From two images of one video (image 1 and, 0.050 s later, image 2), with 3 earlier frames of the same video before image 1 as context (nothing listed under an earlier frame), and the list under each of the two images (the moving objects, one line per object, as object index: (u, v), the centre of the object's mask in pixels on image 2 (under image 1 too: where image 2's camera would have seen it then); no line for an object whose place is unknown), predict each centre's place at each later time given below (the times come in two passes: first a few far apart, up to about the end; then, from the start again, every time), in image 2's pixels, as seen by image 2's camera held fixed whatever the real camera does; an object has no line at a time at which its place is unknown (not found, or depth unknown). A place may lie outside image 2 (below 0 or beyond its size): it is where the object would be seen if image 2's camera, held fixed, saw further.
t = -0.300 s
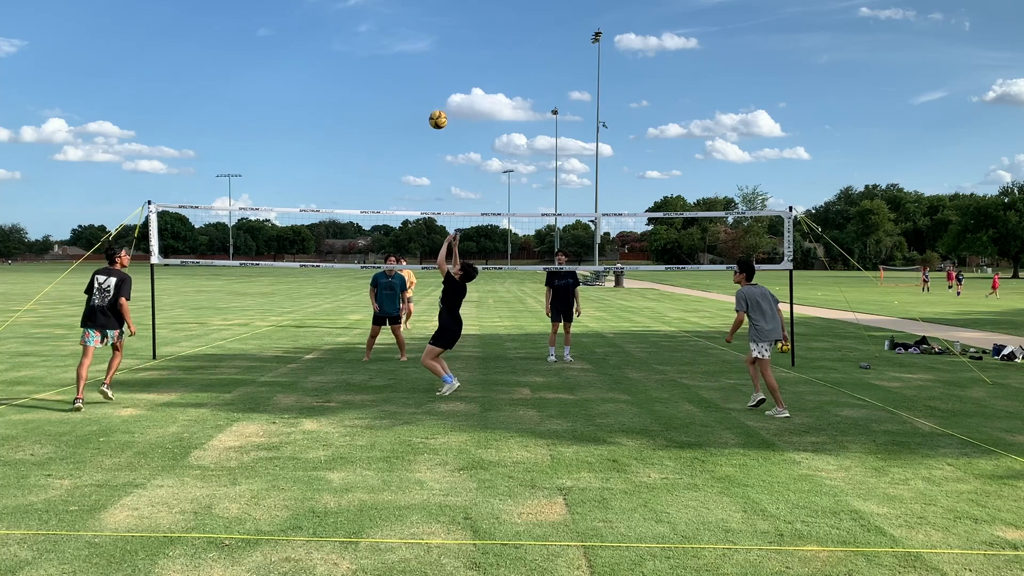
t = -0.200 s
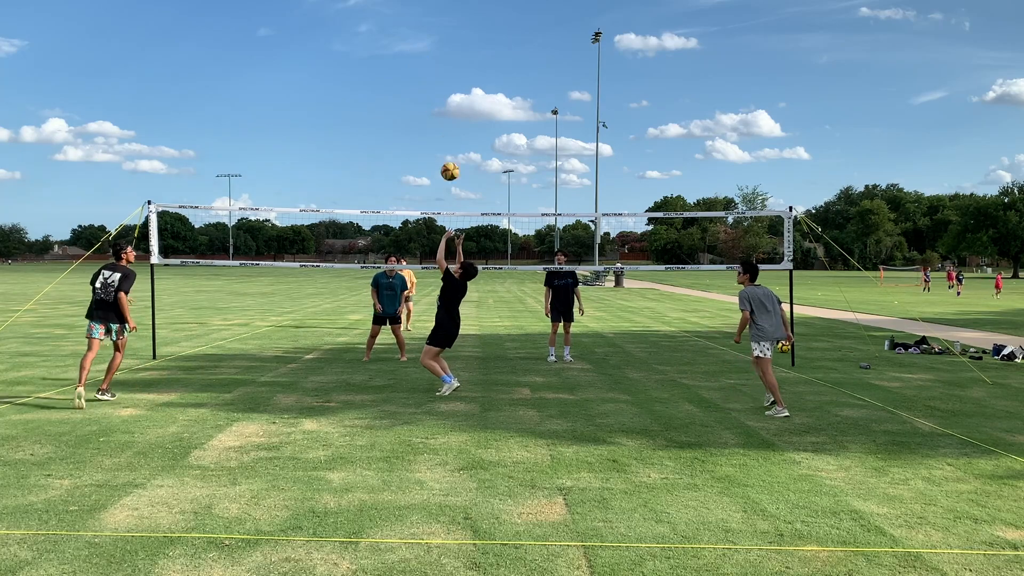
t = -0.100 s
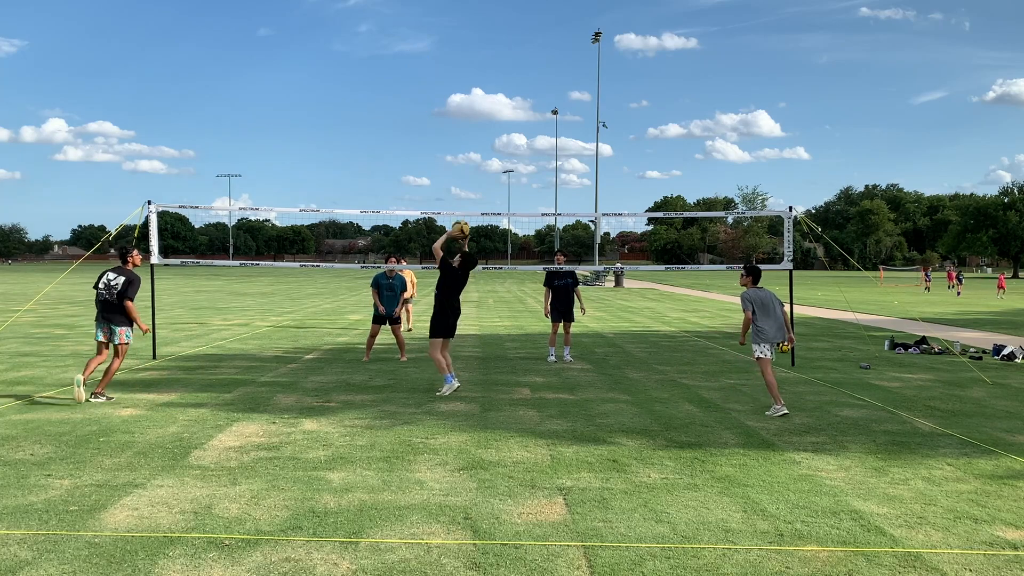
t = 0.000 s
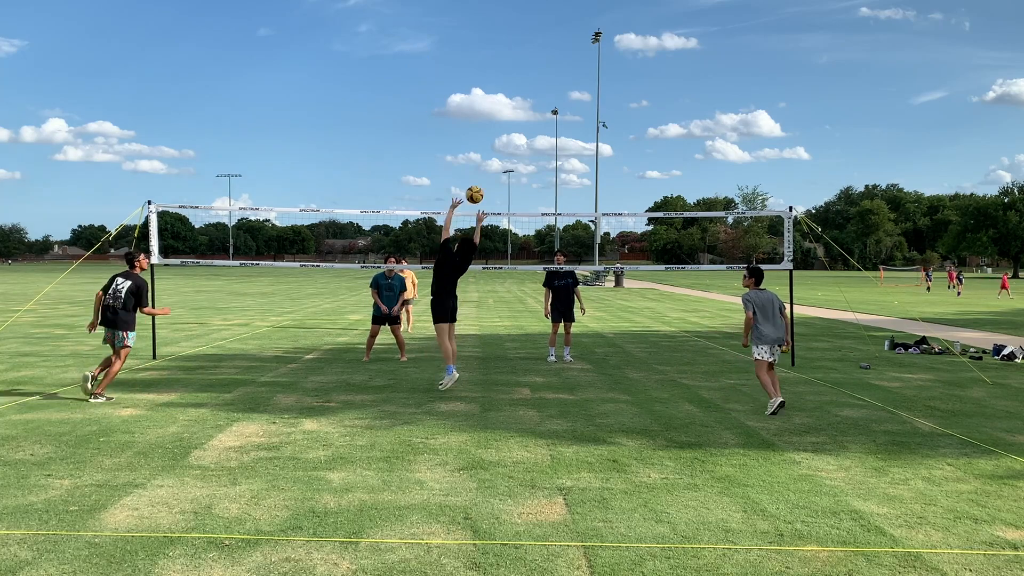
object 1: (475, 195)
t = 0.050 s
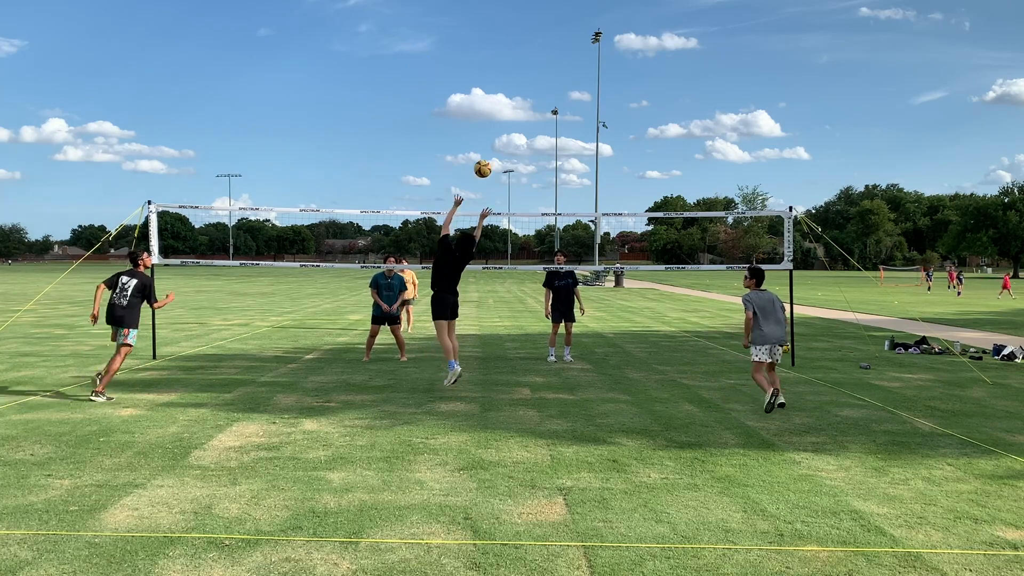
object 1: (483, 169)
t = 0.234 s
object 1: (512, 95)
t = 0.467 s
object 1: (544, 46)
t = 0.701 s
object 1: (573, 42)
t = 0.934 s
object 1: (600, 77)
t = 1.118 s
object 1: (619, 129)
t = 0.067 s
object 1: (486, 161)
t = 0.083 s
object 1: (488, 153)
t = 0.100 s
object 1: (491, 145)
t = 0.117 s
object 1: (494, 138)
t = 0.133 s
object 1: (496, 131)
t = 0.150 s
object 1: (499, 124)
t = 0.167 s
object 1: (501, 118)
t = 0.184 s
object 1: (504, 112)
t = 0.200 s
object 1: (507, 106)
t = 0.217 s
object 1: (509, 101)
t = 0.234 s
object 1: (512, 95)
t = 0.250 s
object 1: (514, 90)
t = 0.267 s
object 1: (516, 85)
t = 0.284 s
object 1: (519, 81)
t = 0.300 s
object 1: (521, 77)
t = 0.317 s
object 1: (524, 73)
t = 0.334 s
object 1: (526, 69)
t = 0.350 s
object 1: (528, 65)
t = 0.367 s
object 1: (531, 62)
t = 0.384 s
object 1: (533, 59)
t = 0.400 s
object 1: (535, 56)
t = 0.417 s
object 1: (538, 53)
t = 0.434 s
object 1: (540, 51)
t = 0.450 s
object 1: (542, 48)
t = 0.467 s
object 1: (544, 46)
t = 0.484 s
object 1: (547, 44)
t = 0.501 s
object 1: (549, 43)
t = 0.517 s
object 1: (551, 42)
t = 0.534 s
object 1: (553, 40)
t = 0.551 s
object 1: (555, 40)
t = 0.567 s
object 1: (557, 39)
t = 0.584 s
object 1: (559, 38)
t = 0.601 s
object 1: (561, 38)
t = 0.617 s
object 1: (563, 38)
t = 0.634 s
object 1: (566, 39)
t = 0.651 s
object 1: (568, 39)
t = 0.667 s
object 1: (569, 40)
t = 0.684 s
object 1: (571, 40)
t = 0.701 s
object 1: (573, 42)
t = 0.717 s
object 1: (575, 43)
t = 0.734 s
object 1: (577, 44)
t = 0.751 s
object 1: (579, 46)
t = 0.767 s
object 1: (581, 48)
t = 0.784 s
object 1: (583, 50)
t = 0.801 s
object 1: (585, 52)
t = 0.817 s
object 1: (587, 54)
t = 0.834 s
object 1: (589, 57)
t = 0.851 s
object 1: (590, 60)
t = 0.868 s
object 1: (592, 63)
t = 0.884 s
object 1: (594, 66)
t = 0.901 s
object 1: (596, 69)
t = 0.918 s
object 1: (598, 73)
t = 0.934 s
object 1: (600, 77)
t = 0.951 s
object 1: (602, 81)
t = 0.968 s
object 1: (603, 85)
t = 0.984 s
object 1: (605, 89)
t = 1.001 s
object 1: (607, 93)
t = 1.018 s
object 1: (609, 98)
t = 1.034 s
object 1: (611, 103)
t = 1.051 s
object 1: (612, 107)
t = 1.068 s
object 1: (614, 113)
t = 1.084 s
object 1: (616, 118)
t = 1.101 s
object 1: (618, 123)
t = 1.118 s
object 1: (619, 129)
